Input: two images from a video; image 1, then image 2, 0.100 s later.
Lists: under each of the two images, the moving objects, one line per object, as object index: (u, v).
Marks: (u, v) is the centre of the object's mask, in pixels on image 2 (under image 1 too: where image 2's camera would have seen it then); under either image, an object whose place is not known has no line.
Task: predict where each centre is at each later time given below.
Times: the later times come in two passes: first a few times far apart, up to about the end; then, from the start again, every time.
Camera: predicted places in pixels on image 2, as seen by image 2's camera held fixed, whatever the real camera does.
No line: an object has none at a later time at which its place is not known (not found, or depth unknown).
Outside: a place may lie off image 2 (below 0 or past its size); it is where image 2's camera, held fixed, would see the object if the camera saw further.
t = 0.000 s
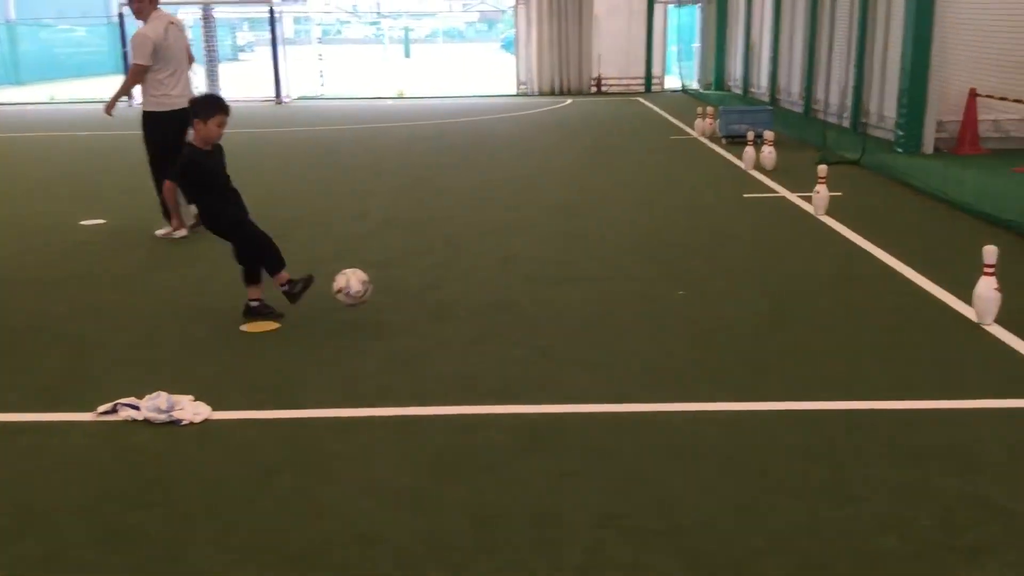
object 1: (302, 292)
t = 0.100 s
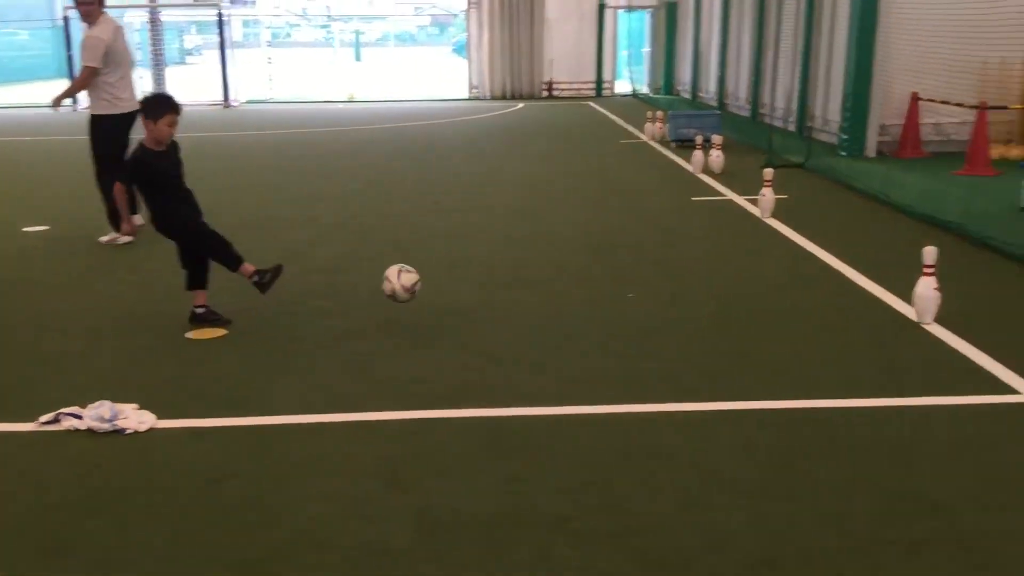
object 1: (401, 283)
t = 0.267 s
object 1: (564, 308)
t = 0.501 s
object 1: (716, 298)
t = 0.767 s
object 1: (854, 293)
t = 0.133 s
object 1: (434, 284)
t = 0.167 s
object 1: (466, 287)
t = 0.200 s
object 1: (500, 292)
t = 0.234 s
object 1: (533, 299)
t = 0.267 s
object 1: (564, 308)
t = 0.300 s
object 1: (587, 302)
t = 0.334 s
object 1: (610, 298)
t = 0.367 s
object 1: (632, 296)
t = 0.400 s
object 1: (654, 295)
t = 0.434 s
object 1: (675, 297)
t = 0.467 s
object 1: (697, 301)
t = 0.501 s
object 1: (716, 298)
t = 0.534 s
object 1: (733, 295)
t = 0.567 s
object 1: (750, 296)
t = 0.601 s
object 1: (768, 297)
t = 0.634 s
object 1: (785, 294)
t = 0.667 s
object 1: (802, 295)
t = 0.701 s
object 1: (820, 294)
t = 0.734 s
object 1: (837, 293)
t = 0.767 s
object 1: (854, 293)
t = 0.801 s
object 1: (871, 291)
